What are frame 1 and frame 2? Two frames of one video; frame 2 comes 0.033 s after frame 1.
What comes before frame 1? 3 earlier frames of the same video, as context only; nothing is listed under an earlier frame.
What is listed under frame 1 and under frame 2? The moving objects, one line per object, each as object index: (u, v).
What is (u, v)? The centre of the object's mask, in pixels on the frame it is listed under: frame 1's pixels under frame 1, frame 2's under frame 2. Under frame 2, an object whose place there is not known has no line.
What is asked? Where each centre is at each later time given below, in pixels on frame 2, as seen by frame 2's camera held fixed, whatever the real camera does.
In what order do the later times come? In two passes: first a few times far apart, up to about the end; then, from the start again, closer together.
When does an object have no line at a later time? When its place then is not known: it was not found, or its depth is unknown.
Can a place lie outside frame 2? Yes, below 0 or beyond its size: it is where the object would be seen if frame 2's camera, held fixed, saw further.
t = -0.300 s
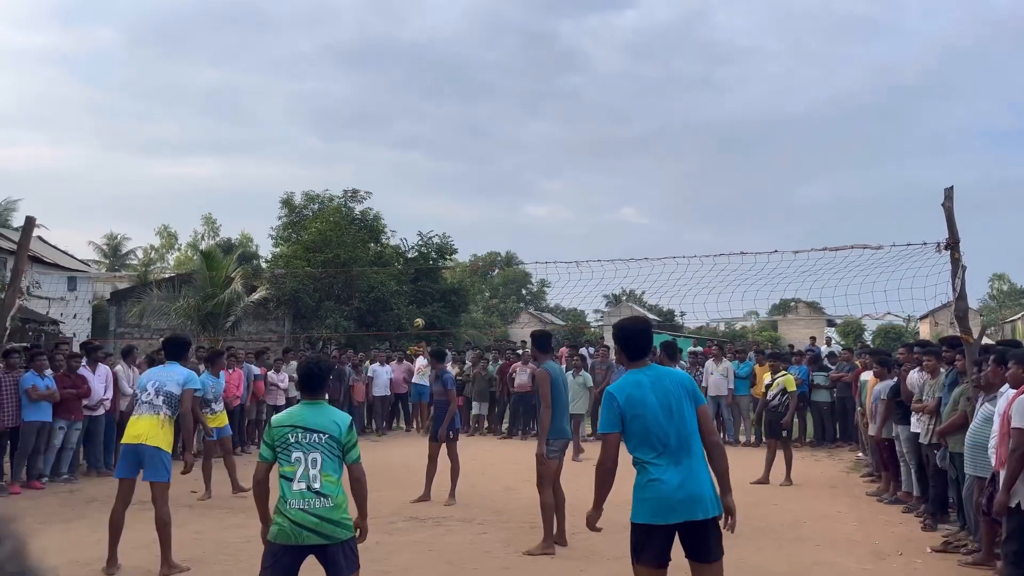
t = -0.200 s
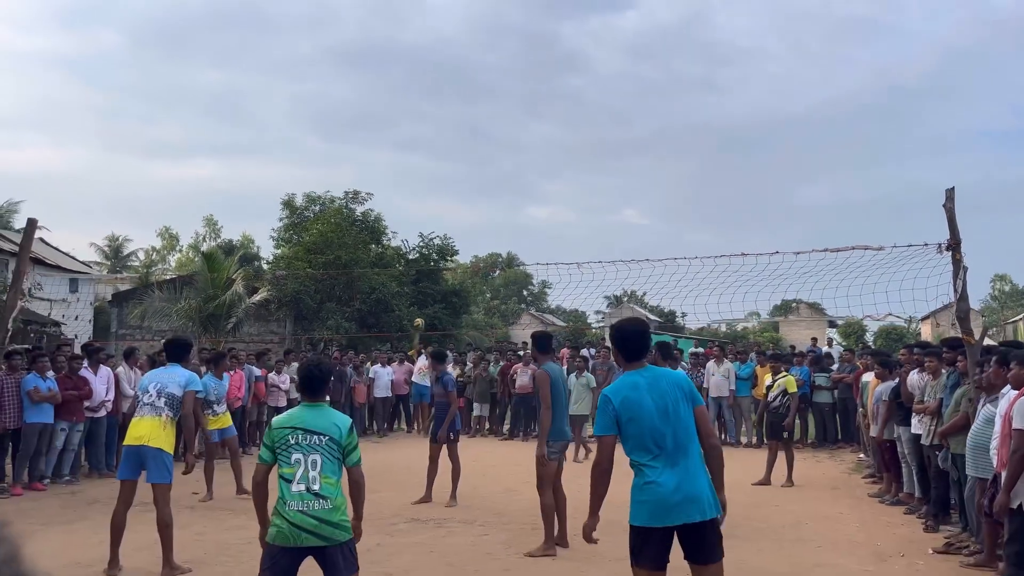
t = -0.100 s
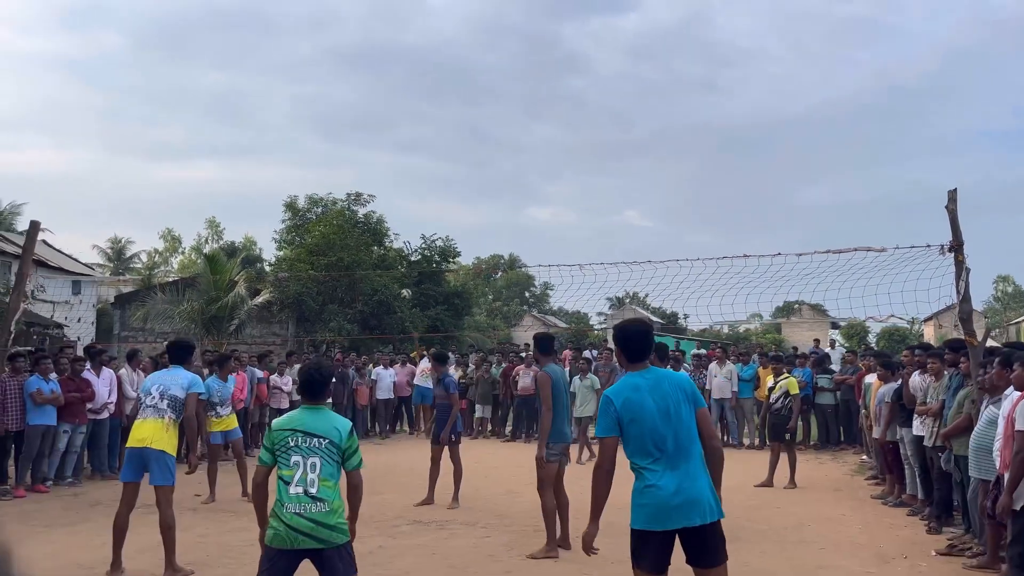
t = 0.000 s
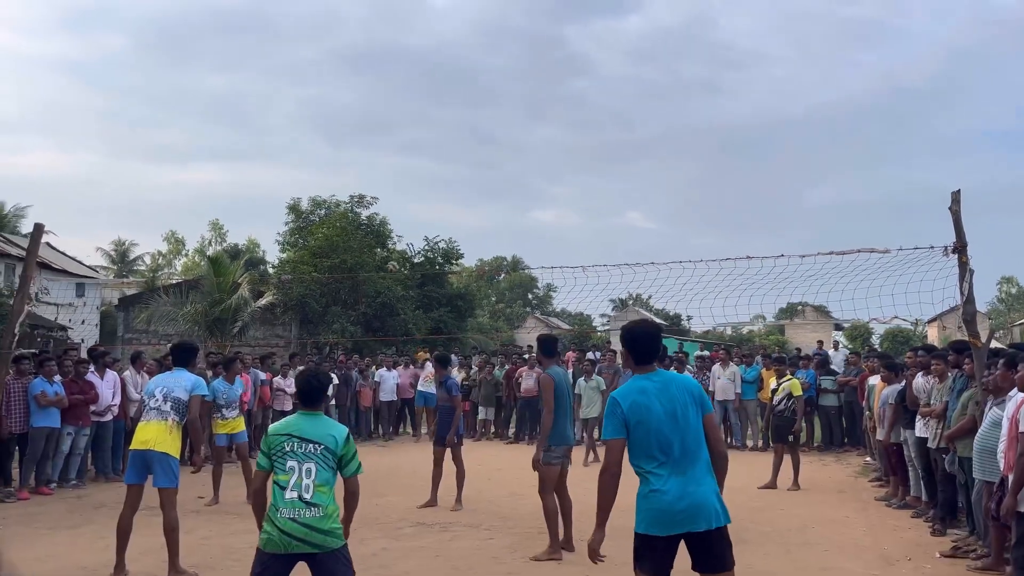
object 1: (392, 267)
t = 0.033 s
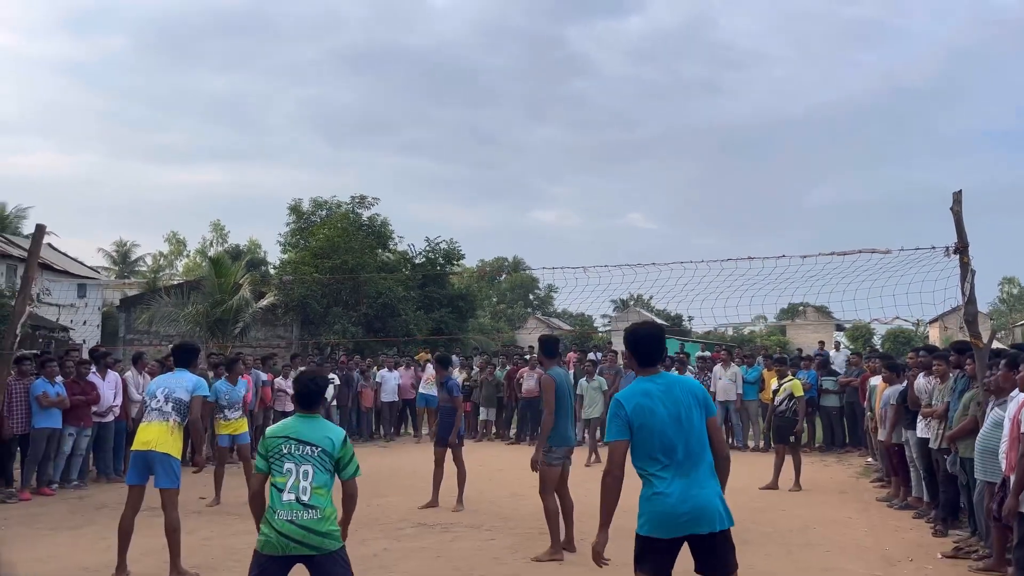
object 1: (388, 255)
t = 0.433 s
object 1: (299, 179)
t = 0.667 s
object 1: (222, 178)
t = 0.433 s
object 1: (299, 179)
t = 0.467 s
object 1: (290, 177)
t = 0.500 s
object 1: (280, 175)
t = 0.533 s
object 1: (269, 174)
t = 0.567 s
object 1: (258, 174)
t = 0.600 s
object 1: (247, 174)
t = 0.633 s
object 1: (235, 176)
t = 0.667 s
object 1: (222, 178)
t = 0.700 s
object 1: (209, 182)
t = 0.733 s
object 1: (195, 186)
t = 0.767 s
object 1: (181, 192)
